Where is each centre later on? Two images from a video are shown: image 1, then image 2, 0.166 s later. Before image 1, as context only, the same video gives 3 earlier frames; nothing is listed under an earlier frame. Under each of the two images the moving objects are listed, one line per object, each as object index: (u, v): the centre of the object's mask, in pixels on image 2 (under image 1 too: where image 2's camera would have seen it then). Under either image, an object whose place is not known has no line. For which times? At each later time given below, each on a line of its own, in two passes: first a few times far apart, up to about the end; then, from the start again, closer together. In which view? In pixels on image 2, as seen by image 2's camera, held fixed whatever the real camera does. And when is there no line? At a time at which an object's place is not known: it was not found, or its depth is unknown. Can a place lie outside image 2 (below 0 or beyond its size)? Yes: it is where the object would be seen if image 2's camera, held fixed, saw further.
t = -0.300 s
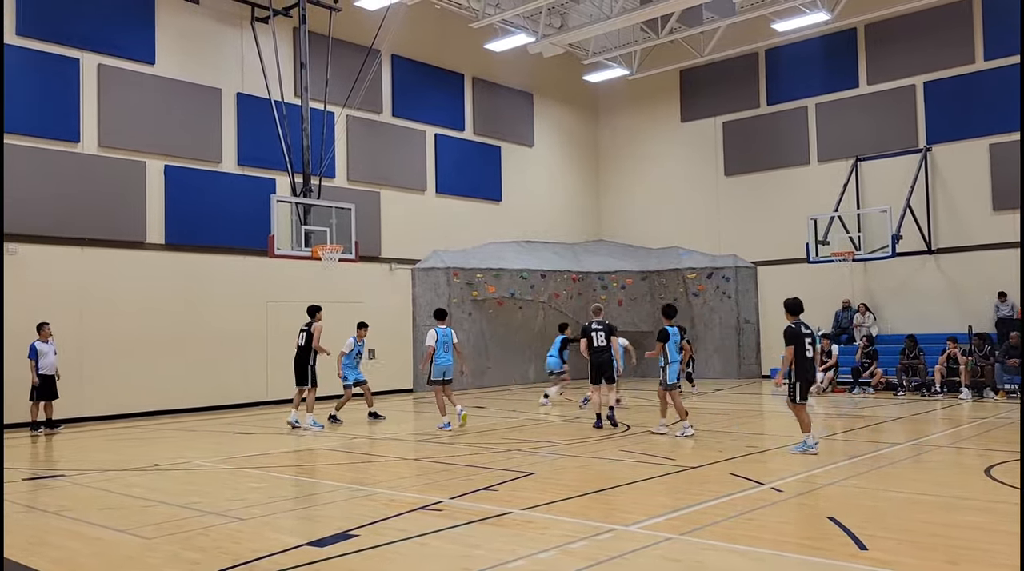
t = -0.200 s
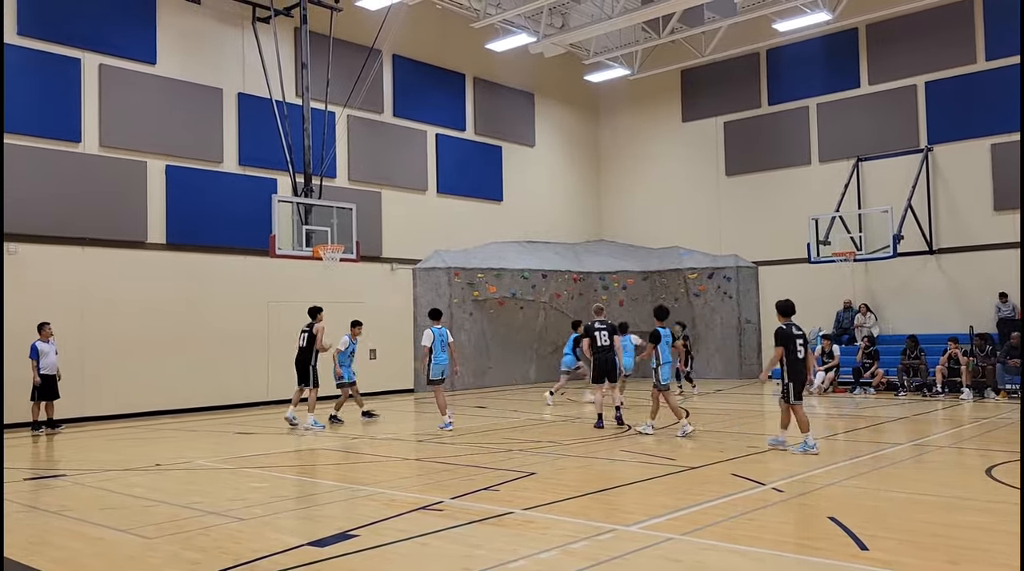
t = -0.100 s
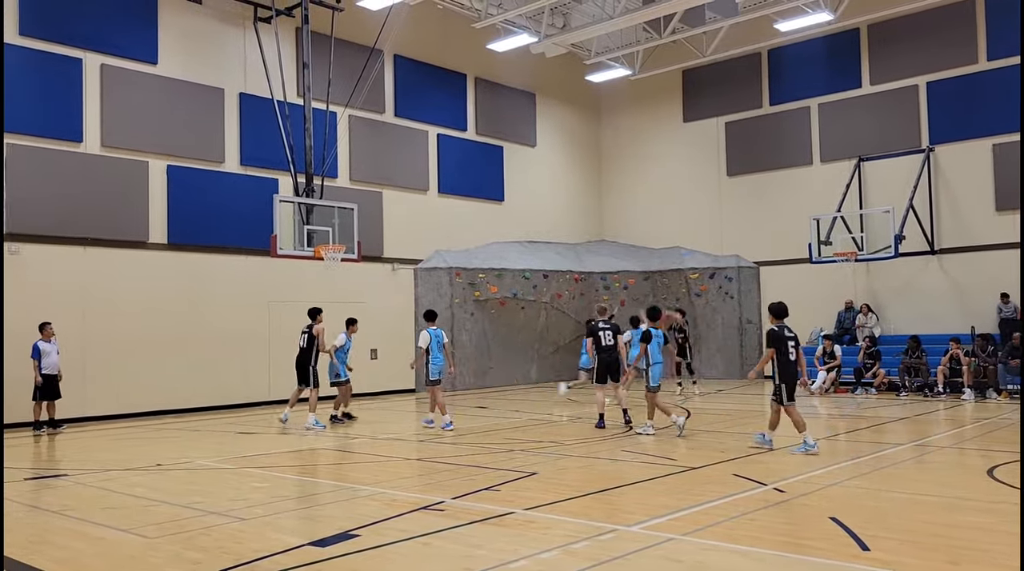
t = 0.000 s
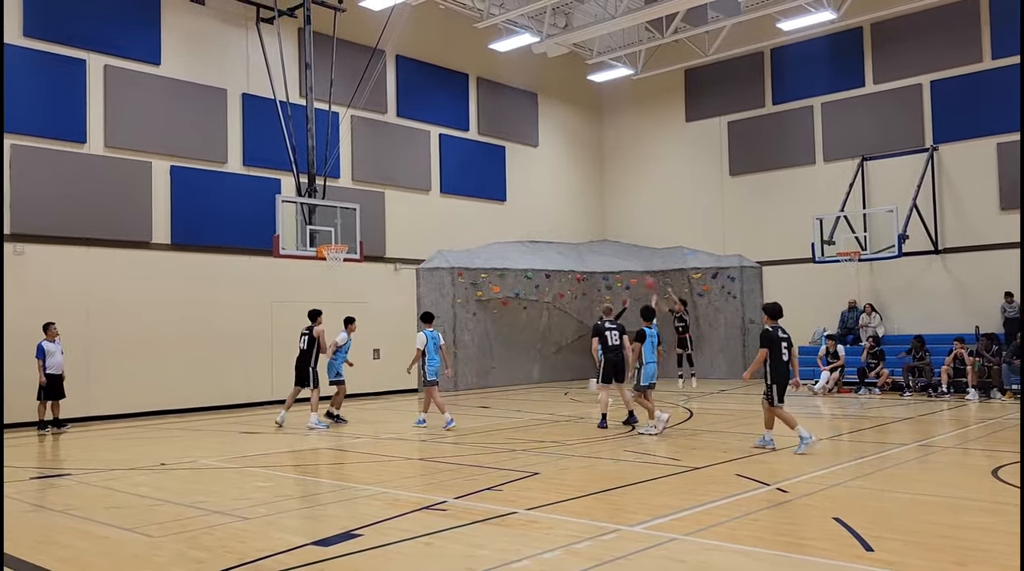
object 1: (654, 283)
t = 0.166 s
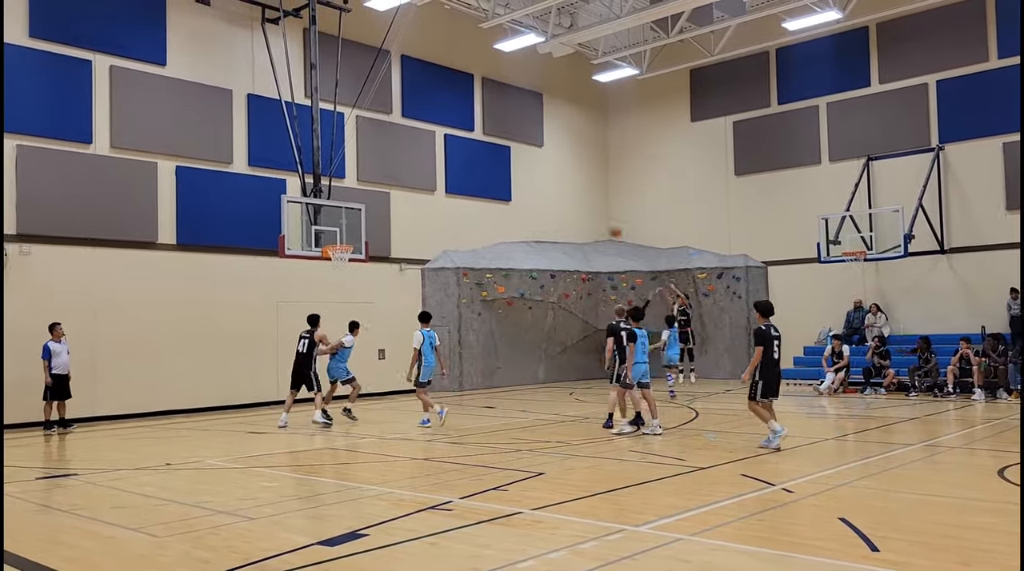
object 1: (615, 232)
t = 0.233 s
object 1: (600, 215)
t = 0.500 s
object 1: (537, 166)
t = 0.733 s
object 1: (482, 149)
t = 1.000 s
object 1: (417, 163)
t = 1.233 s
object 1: (358, 206)
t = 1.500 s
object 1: (309, 213)
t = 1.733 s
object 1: (305, 192)
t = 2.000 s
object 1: (298, 203)
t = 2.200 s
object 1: (294, 240)
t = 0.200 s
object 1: (607, 224)
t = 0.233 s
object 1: (600, 215)
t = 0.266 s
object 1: (592, 207)
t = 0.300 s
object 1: (584, 199)
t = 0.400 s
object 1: (560, 180)
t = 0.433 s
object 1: (552, 175)
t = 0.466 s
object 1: (545, 170)
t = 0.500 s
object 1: (537, 166)
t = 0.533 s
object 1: (529, 162)
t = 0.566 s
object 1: (522, 159)
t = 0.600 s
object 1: (513, 155)
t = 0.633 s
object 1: (505, 153)
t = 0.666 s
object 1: (497, 151)
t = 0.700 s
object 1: (489, 150)
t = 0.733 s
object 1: (482, 149)
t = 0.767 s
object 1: (473, 149)
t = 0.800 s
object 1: (466, 149)
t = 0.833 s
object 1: (457, 150)
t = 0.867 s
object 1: (450, 152)
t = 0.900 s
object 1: (442, 154)
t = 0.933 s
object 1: (434, 157)
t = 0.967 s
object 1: (426, 159)
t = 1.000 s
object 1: (417, 163)
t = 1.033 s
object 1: (409, 168)
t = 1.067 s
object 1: (401, 172)
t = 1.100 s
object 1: (392, 178)
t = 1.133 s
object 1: (384, 184)
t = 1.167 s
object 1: (376, 191)
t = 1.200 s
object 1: (367, 197)
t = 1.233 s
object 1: (358, 206)
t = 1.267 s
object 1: (351, 214)
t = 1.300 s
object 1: (342, 223)
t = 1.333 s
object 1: (333, 234)
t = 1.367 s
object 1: (325, 240)
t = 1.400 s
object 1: (320, 233)
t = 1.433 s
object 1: (315, 225)
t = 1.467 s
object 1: (310, 219)
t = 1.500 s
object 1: (309, 213)
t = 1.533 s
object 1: (309, 208)
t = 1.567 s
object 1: (307, 204)
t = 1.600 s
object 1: (307, 200)
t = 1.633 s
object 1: (306, 197)
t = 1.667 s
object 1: (305, 195)
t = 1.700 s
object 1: (305, 193)
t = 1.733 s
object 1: (305, 192)
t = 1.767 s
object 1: (304, 191)
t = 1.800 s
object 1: (303, 191)
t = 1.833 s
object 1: (303, 191)
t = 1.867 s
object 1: (302, 193)
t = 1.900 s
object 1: (300, 194)
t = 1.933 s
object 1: (299, 196)
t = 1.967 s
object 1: (298, 200)
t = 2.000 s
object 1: (298, 203)
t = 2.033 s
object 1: (297, 208)
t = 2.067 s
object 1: (296, 213)
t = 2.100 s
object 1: (296, 219)
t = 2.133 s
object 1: (295, 225)
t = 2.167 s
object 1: (294, 232)
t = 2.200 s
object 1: (294, 240)
